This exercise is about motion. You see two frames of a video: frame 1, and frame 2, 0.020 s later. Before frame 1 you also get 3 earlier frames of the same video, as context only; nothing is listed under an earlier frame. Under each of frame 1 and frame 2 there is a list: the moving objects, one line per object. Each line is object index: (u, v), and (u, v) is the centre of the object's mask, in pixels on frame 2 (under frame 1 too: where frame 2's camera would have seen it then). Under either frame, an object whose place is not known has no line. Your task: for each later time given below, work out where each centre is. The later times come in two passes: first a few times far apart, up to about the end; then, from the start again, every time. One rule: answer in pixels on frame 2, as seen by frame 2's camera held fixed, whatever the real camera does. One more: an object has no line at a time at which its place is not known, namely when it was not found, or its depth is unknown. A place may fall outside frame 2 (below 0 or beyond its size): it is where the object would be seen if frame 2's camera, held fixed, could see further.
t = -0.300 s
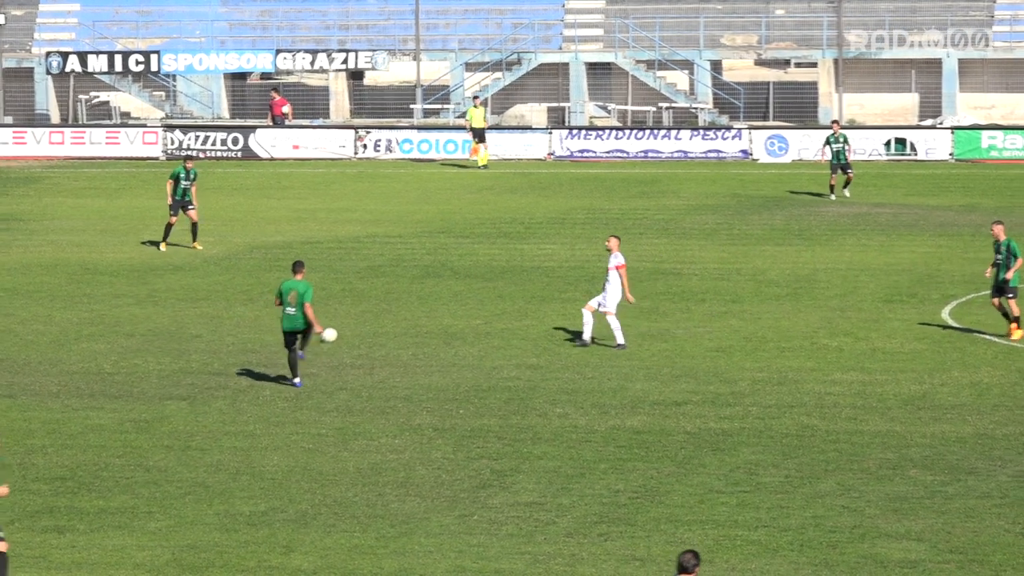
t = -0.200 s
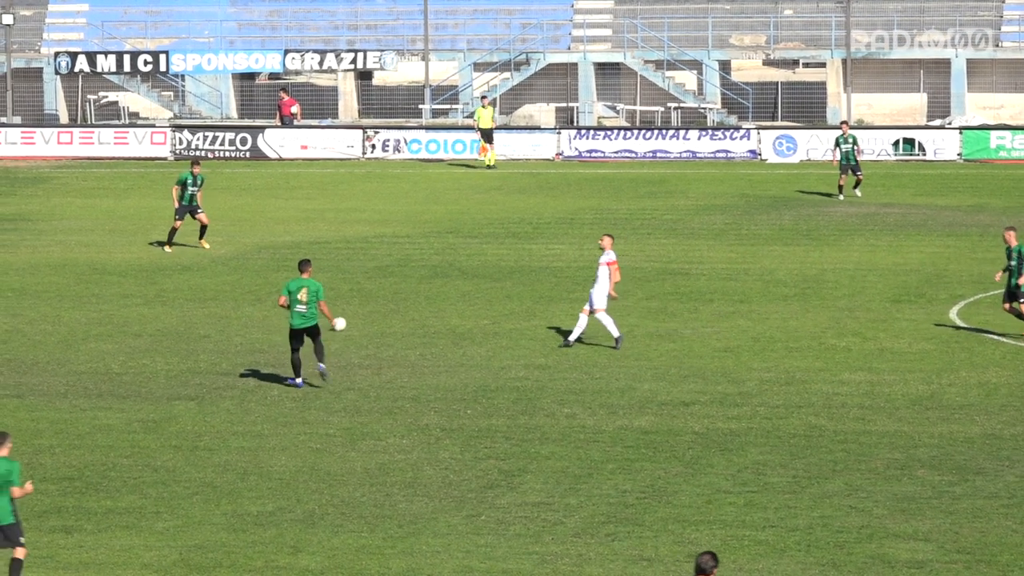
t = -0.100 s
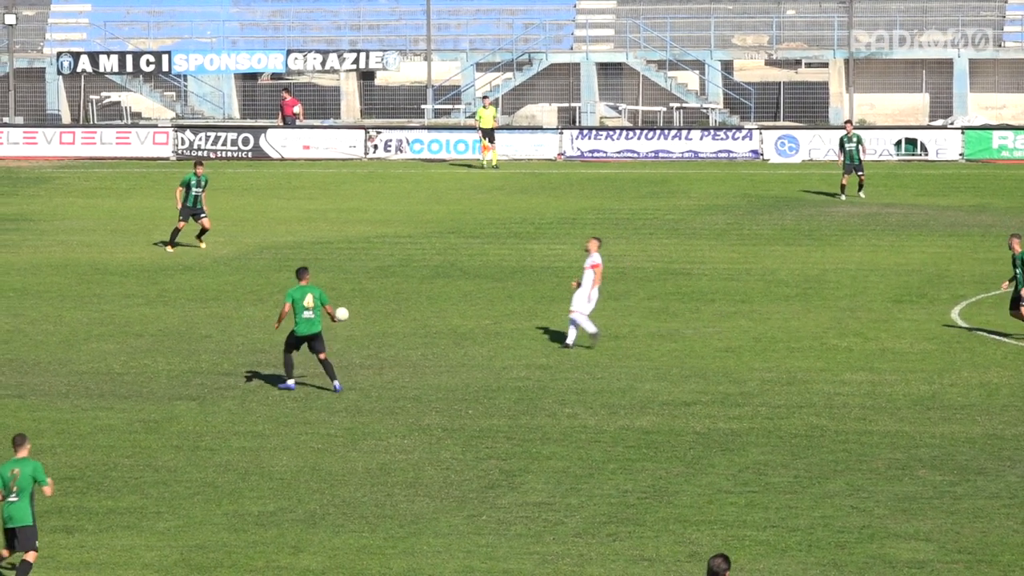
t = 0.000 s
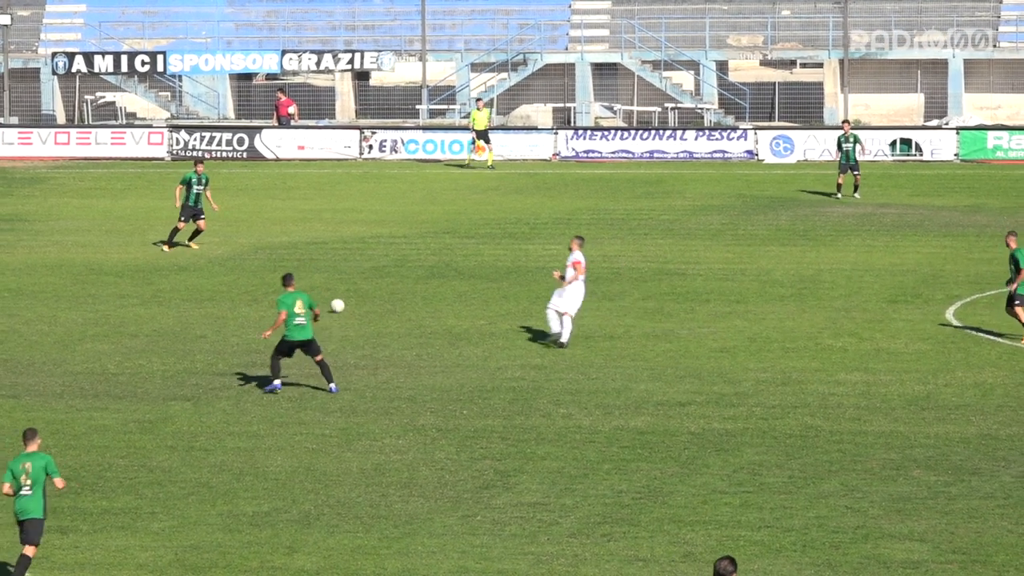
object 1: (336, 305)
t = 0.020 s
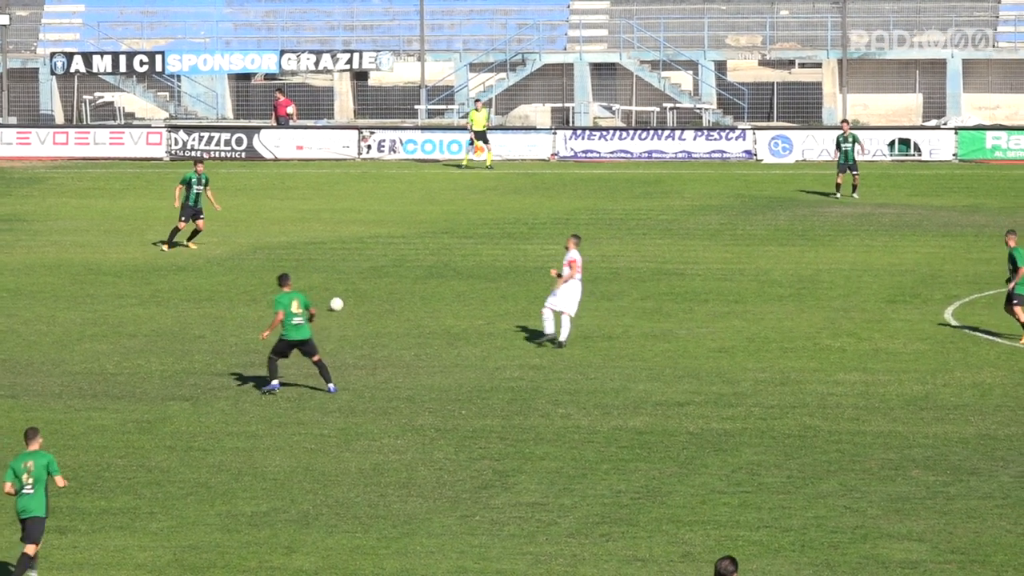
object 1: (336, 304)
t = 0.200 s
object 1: (337, 291)
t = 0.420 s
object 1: (337, 278)
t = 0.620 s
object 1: (336, 270)
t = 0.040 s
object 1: (336, 303)
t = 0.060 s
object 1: (336, 301)
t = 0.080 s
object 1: (337, 300)
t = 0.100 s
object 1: (336, 298)
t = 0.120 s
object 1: (337, 296)
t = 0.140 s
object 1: (337, 295)
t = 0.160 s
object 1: (337, 294)
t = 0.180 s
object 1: (337, 293)
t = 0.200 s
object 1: (337, 291)
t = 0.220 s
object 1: (337, 289)
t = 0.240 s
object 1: (337, 288)
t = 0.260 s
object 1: (338, 287)
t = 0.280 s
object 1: (337, 286)
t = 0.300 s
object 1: (337, 285)
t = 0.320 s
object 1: (337, 284)
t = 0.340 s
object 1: (337, 283)
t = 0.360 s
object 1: (337, 282)
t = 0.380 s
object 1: (337, 280)
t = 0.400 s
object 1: (337, 279)
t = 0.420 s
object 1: (337, 278)
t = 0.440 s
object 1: (337, 277)
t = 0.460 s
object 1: (337, 277)
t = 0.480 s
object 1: (337, 276)
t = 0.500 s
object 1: (337, 275)
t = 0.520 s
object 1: (336, 274)
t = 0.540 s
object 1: (336, 273)
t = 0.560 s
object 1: (336, 272)
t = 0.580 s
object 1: (336, 271)
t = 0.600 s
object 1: (336, 271)
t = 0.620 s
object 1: (336, 270)
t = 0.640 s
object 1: (336, 270)
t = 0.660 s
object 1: (336, 269)
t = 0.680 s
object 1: (335, 267)
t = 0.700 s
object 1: (336, 266)
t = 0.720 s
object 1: (336, 264)
